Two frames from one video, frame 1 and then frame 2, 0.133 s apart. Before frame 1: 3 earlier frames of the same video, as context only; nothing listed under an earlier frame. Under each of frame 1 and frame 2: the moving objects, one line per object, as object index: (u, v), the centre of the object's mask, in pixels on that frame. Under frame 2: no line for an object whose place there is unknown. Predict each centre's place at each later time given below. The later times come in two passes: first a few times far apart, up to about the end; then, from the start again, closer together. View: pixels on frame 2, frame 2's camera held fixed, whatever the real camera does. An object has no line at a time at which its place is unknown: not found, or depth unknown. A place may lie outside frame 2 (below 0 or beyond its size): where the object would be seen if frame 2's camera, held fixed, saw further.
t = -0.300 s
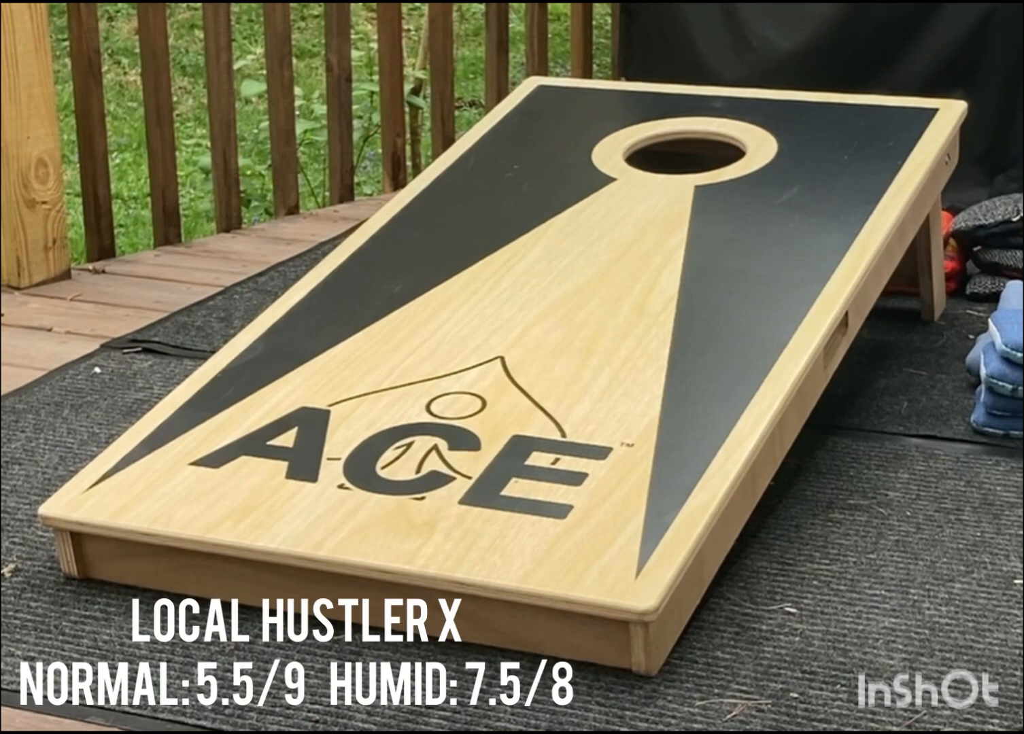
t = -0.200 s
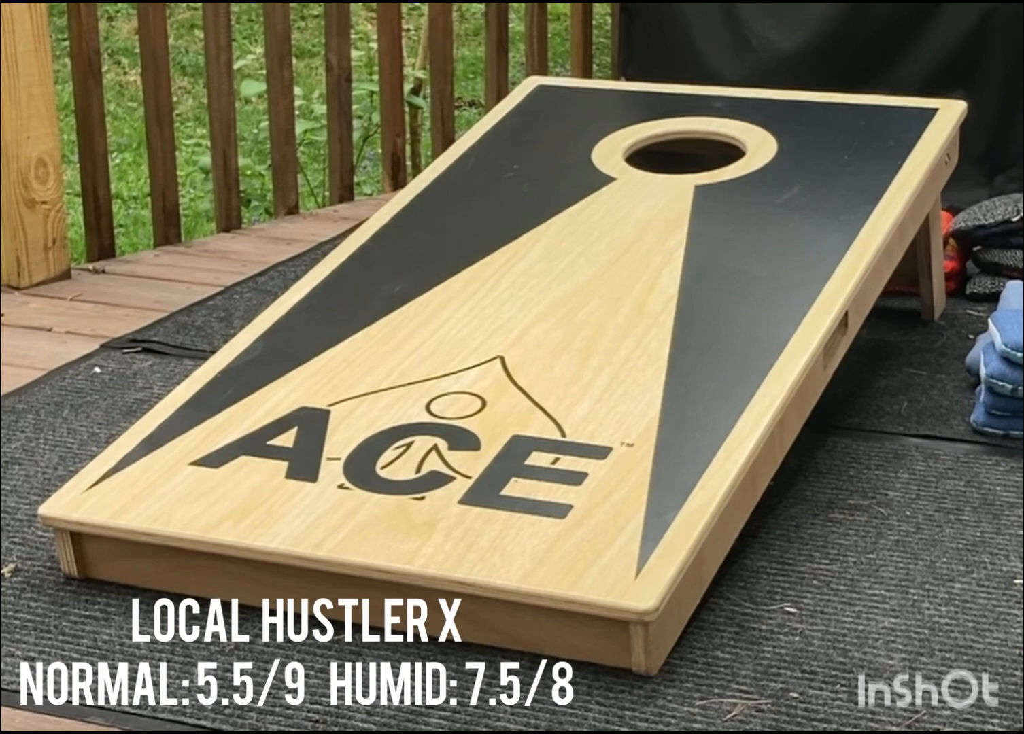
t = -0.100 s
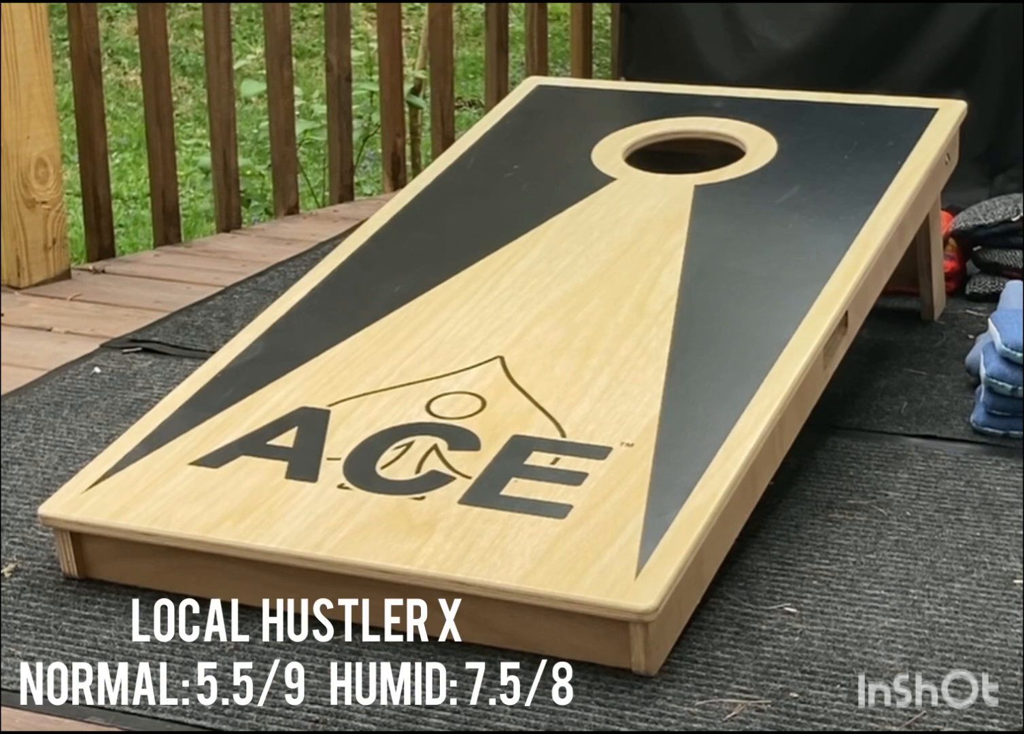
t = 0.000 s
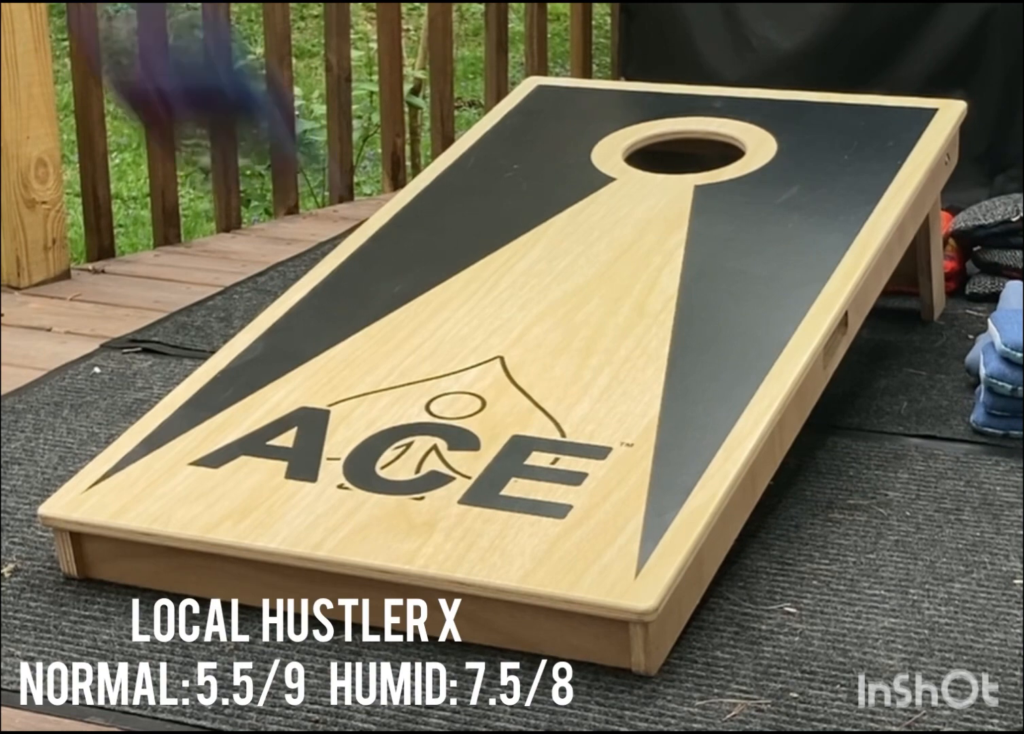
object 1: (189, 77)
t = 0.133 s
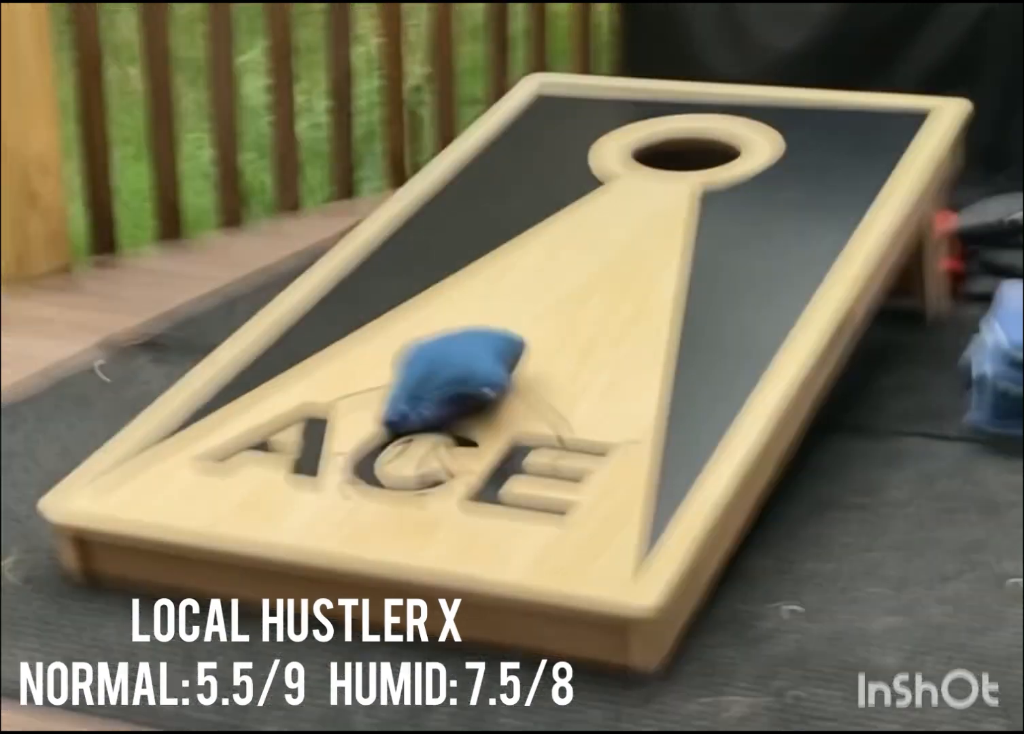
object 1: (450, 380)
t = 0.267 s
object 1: (516, 258)
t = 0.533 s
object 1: (569, 158)
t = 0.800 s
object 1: (569, 157)
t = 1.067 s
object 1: (570, 157)
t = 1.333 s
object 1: (570, 155)
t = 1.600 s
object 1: (570, 155)
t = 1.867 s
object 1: (570, 155)
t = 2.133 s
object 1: (570, 155)
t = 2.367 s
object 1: (570, 155)
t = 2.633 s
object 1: (570, 155)
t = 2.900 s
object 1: (570, 155)
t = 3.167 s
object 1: (570, 155)
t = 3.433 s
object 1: (570, 155)
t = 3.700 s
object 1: (570, 155)
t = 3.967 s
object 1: (570, 155)
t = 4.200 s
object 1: (570, 155)
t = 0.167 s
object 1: (471, 343)
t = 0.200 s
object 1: (496, 313)
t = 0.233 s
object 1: (511, 283)
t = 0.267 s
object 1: (516, 258)
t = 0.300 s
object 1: (535, 237)
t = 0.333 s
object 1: (544, 217)
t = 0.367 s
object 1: (551, 199)
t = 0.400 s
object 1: (556, 186)
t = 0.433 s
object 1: (559, 177)
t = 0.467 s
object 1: (563, 168)
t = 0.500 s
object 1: (566, 162)
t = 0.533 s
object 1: (569, 158)
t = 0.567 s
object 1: (570, 156)
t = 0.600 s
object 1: (570, 156)
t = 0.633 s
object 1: (570, 156)
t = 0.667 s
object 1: (569, 156)
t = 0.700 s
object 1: (569, 156)
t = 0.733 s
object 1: (569, 157)
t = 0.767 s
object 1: (569, 157)
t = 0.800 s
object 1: (569, 157)
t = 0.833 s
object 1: (569, 157)
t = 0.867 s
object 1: (570, 155)
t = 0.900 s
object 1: (570, 155)
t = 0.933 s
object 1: (569, 157)
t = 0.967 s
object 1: (570, 155)
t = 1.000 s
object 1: (569, 157)
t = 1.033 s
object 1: (569, 157)
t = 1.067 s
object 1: (570, 157)
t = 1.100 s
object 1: (569, 157)
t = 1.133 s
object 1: (570, 155)
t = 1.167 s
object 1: (569, 157)
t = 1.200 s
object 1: (570, 155)
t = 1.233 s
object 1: (570, 155)
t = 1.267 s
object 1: (570, 155)
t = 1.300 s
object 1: (570, 155)
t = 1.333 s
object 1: (570, 155)
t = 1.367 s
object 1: (570, 155)
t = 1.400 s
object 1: (570, 155)
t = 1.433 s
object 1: (570, 155)
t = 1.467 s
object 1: (570, 155)
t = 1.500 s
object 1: (570, 155)
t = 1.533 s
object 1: (570, 155)
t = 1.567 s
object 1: (570, 155)
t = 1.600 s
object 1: (570, 155)
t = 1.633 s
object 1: (570, 155)
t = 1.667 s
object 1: (570, 155)
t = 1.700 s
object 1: (570, 155)
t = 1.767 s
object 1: (570, 155)
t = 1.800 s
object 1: (570, 155)
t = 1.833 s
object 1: (570, 155)
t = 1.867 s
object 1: (570, 155)
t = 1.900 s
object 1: (570, 155)
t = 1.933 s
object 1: (570, 155)
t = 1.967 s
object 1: (570, 155)
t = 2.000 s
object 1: (570, 155)
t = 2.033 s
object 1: (570, 155)
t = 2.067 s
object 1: (570, 155)
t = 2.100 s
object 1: (570, 155)
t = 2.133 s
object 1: (570, 155)
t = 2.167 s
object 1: (570, 155)
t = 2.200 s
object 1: (570, 155)
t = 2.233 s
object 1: (570, 155)
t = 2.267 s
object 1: (570, 155)
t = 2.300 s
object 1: (570, 155)
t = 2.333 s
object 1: (570, 155)
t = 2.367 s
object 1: (570, 155)
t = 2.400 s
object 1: (570, 155)
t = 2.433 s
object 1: (570, 155)
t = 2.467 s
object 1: (570, 155)
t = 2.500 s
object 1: (570, 155)
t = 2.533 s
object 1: (570, 155)
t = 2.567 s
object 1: (570, 155)
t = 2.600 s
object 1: (570, 155)
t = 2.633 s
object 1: (570, 155)
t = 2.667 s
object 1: (570, 155)
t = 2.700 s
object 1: (570, 155)
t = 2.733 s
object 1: (570, 155)
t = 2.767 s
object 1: (570, 155)
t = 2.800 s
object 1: (570, 155)
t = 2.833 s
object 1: (570, 155)
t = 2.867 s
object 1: (570, 155)
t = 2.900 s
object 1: (570, 155)
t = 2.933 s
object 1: (570, 155)
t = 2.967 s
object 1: (570, 155)
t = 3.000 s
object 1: (570, 155)
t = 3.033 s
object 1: (570, 155)
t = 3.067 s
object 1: (570, 155)
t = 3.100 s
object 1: (570, 155)
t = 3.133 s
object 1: (570, 155)
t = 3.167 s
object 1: (570, 155)
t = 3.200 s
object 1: (570, 155)
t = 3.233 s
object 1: (570, 155)
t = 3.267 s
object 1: (570, 155)
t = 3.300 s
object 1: (570, 155)
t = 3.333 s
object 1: (570, 155)
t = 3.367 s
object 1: (570, 155)
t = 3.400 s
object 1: (570, 155)
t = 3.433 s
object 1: (570, 155)
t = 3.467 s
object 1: (570, 155)
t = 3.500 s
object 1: (570, 155)
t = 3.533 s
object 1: (570, 155)
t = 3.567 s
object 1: (570, 155)
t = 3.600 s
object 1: (570, 155)
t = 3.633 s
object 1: (570, 155)
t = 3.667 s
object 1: (570, 155)
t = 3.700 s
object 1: (570, 155)
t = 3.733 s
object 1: (570, 155)
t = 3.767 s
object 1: (570, 155)
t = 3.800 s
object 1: (570, 155)
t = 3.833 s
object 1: (570, 155)
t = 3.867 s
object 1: (570, 155)
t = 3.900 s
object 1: (570, 155)
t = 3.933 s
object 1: (570, 155)
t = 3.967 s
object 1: (570, 155)
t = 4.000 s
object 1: (570, 155)
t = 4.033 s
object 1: (570, 155)
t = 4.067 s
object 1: (570, 155)
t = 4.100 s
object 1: (570, 155)
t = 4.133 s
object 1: (570, 155)
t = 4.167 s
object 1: (570, 155)
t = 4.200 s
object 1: (570, 155)
